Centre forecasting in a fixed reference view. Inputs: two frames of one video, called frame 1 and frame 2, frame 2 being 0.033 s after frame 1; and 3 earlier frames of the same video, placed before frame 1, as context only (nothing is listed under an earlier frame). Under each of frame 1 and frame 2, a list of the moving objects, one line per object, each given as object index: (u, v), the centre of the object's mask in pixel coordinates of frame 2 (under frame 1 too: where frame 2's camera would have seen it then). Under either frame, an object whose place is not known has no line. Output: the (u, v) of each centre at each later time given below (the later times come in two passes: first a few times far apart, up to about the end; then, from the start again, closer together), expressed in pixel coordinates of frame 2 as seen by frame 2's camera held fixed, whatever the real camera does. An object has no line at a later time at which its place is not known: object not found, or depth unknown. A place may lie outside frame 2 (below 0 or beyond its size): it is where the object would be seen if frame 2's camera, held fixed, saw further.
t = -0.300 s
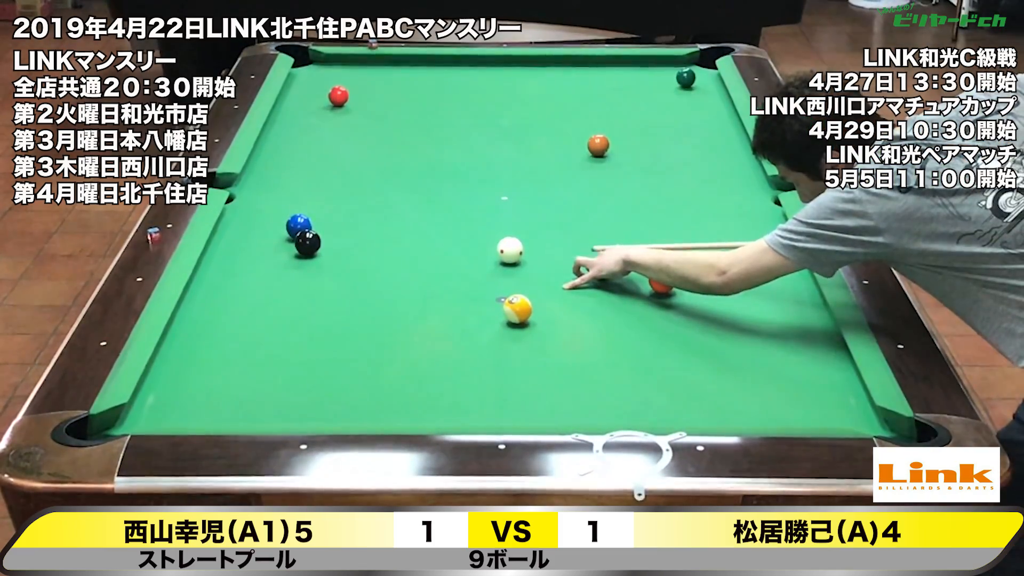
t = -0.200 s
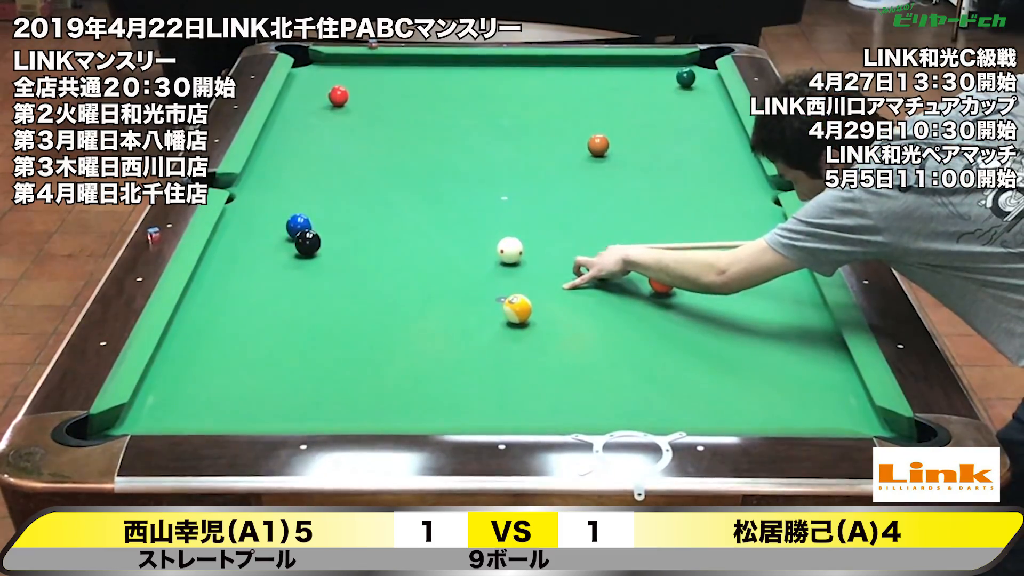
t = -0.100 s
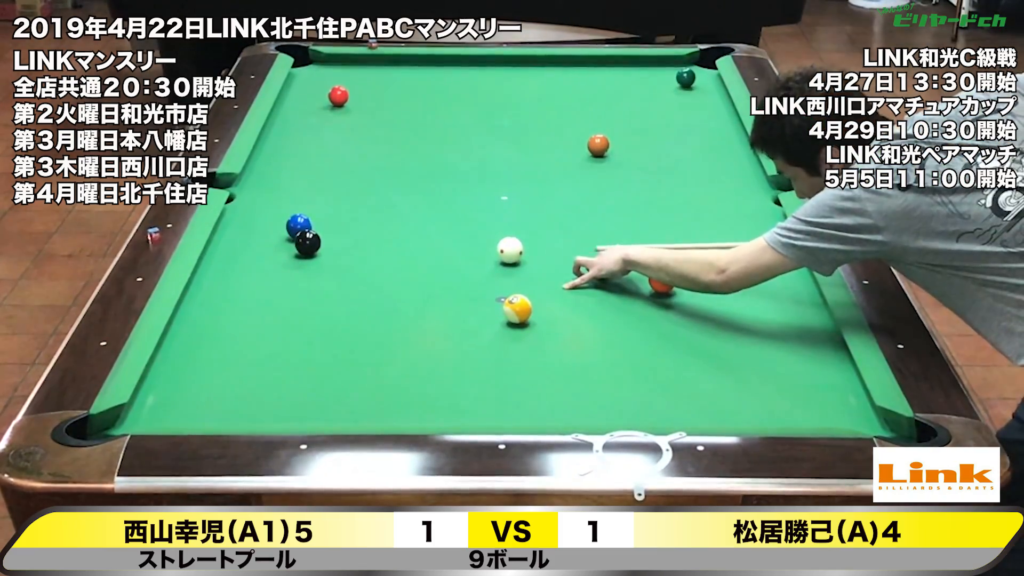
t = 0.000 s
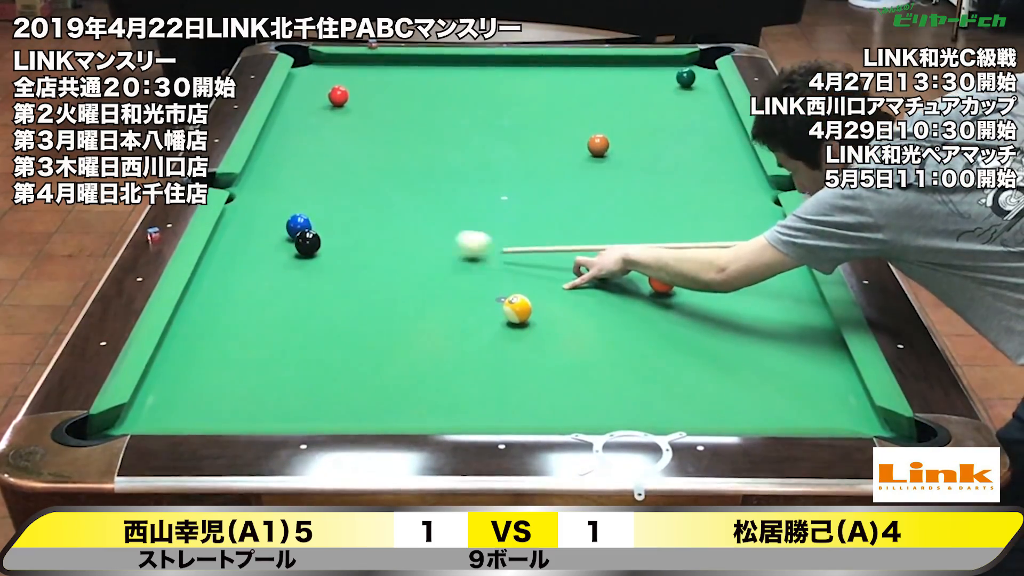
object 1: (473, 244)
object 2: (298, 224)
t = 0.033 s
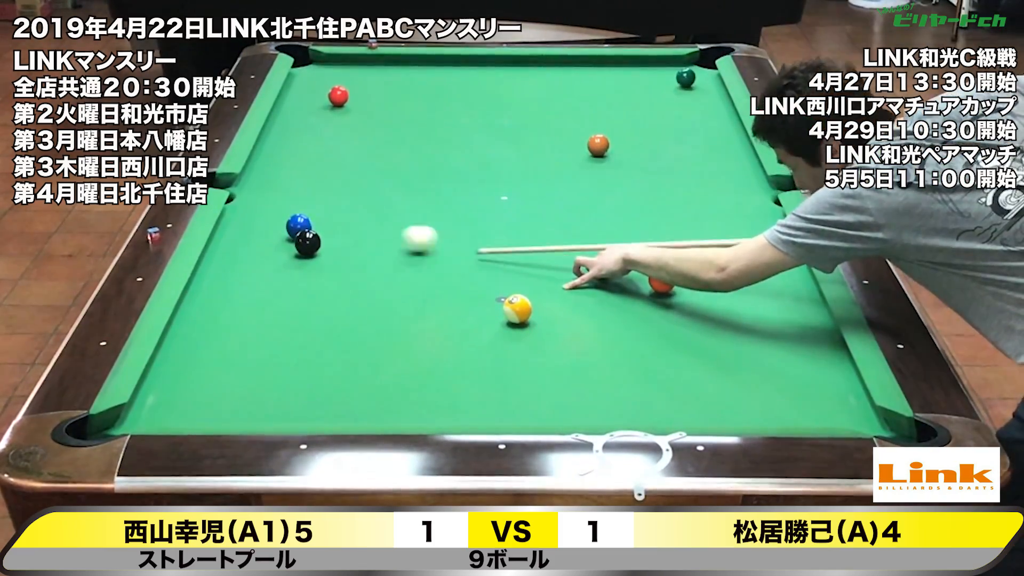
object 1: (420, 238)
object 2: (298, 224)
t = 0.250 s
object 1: (311, 225)
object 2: (314, 209)
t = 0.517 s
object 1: (281, 230)
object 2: (499, 197)
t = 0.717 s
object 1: (261, 229)
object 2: (626, 186)
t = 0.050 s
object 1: (393, 236)
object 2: (298, 224)
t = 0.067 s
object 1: (368, 233)
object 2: (298, 224)
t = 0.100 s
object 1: (324, 227)
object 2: (294, 225)
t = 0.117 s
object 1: (323, 227)
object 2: (271, 223)
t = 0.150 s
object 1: (322, 227)
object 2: (230, 219)
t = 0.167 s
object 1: (320, 227)
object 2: (242, 218)
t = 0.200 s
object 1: (317, 227)
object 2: (271, 215)
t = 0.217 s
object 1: (315, 226)
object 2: (286, 214)
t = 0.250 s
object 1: (311, 225)
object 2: (314, 209)
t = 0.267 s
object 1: (308, 225)
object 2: (327, 211)
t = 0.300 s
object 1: (304, 225)
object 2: (352, 209)
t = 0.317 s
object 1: (302, 225)
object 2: (364, 208)
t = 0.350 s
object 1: (297, 226)
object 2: (387, 206)
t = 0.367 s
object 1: (295, 228)
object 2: (398, 205)
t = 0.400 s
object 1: (292, 229)
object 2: (421, 203)
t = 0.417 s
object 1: (291, 229)
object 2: (432, 202)
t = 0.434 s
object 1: (289, 229)
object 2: (443, 201)
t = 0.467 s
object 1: (286, 230)
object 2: (465, 199)
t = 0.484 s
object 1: (284, 230)
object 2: (476, 199)
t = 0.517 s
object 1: (281, 230)
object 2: (499, 197)
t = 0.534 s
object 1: (279, 230)
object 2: (509, 196)
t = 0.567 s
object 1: (276, 230)
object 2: (531, 194)
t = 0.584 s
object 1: (274, 230)
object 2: (542, 193)
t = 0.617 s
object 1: (271, 230)
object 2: (563, 191)
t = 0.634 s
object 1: (269, 230)
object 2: (574, 191)
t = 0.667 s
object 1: (266, 230)
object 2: (594, 188)
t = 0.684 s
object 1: (264, 230)
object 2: (605, 188)
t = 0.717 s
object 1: (261, 229)
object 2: (626, 186)
